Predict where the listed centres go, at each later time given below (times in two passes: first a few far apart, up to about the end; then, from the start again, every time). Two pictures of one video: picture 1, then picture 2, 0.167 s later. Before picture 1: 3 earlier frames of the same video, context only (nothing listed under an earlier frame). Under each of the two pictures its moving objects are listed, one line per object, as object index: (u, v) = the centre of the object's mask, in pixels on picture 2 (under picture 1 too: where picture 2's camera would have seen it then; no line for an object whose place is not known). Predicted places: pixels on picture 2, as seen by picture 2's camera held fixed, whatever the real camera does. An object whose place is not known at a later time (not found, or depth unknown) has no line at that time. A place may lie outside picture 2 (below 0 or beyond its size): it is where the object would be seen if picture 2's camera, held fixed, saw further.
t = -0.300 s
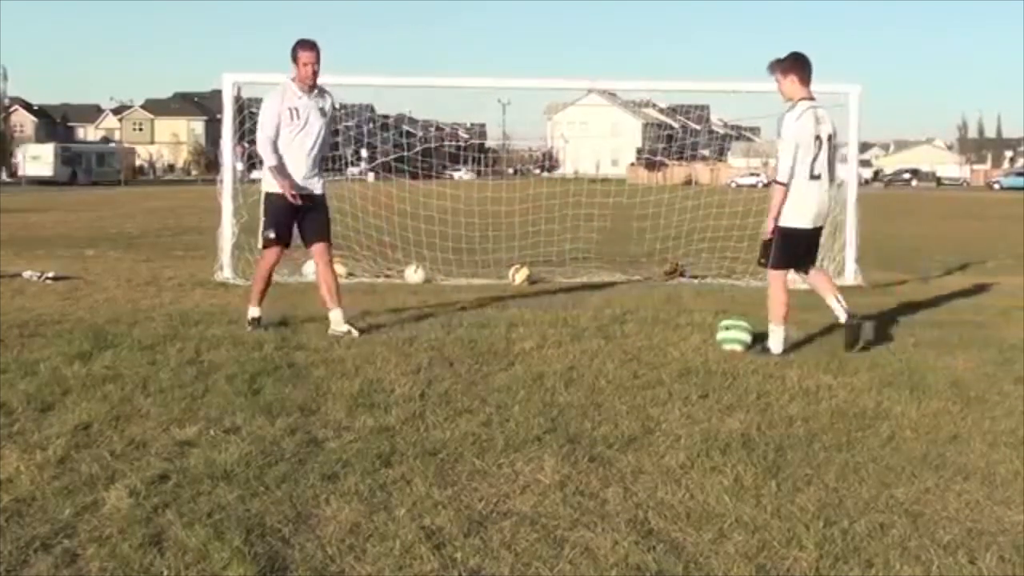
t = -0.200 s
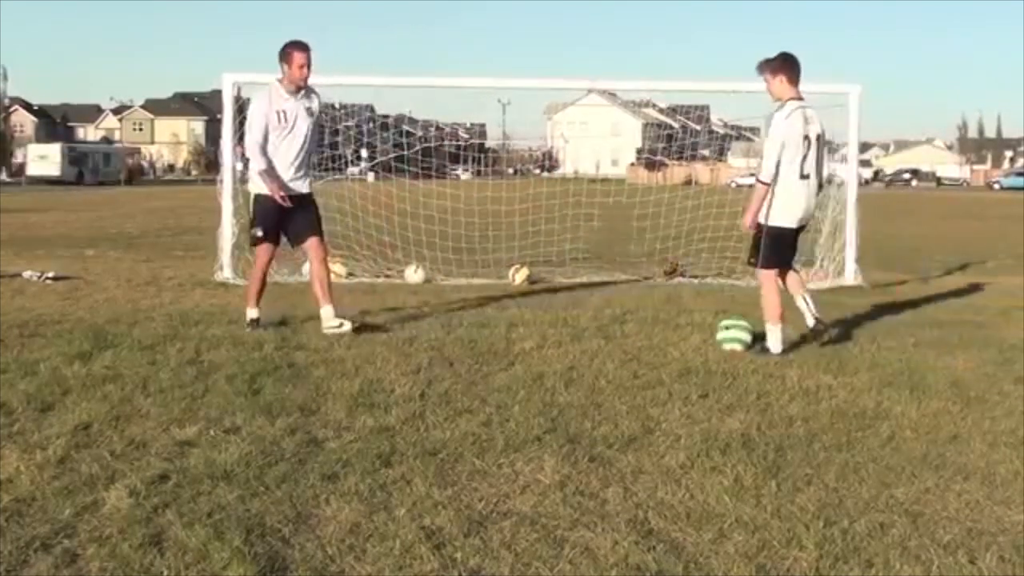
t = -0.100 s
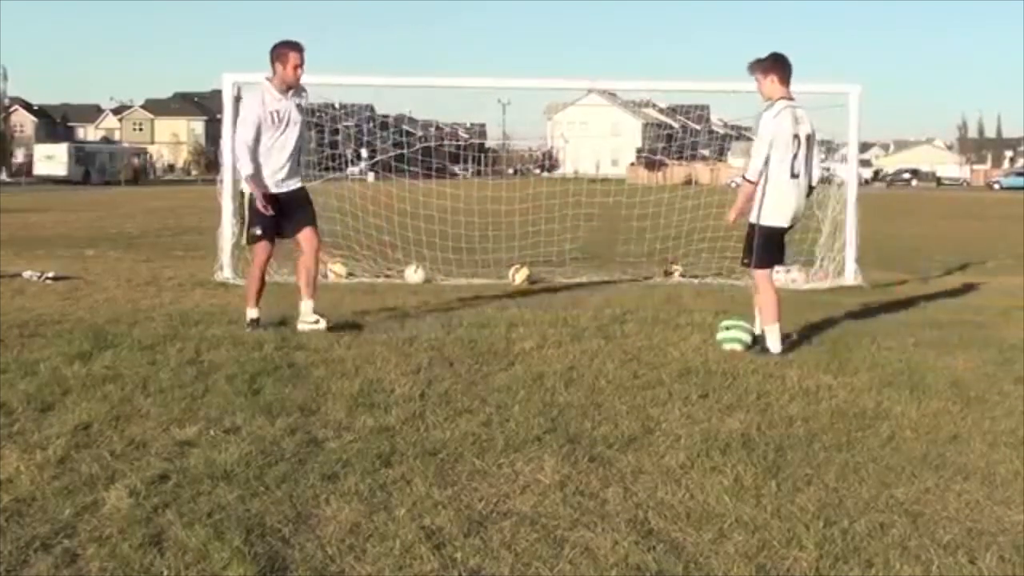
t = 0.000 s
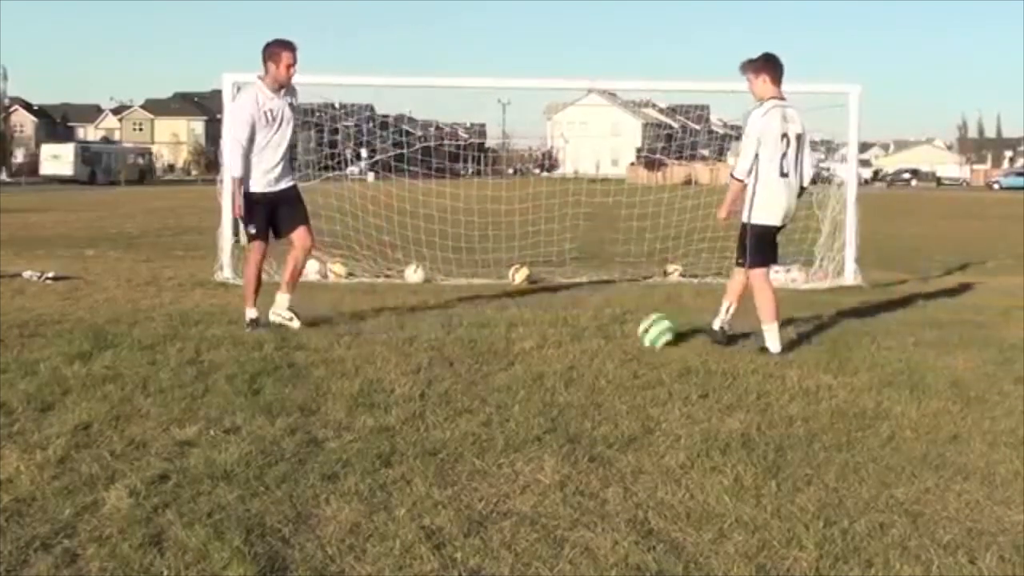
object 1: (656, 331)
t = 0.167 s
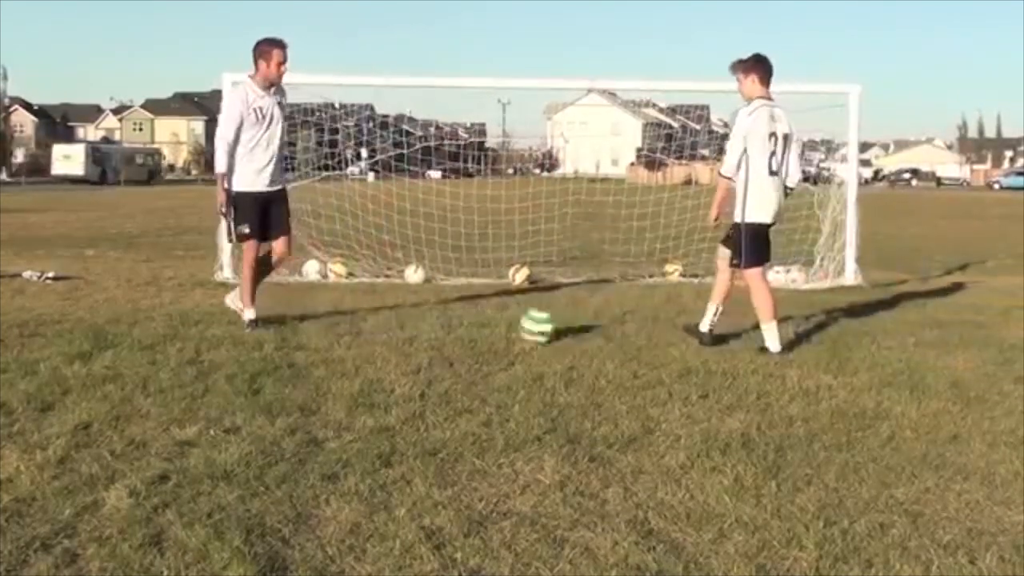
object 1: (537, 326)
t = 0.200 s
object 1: (517, 325)
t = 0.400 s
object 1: (410, 321)
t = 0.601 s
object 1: (322, 321)
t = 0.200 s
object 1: (517, 325)
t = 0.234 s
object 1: (497, 324)
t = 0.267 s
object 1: (477, 325)
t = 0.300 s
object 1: (458, 326)
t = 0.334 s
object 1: (442, 324)
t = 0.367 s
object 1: (425, 322)
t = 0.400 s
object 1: (410, 321)
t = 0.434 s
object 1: (394, 323)
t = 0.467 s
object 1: (378, 321)
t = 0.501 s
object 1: (365, 321)
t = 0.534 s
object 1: (351, 320)
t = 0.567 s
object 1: (336, 320)
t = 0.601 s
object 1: (322, 321)
